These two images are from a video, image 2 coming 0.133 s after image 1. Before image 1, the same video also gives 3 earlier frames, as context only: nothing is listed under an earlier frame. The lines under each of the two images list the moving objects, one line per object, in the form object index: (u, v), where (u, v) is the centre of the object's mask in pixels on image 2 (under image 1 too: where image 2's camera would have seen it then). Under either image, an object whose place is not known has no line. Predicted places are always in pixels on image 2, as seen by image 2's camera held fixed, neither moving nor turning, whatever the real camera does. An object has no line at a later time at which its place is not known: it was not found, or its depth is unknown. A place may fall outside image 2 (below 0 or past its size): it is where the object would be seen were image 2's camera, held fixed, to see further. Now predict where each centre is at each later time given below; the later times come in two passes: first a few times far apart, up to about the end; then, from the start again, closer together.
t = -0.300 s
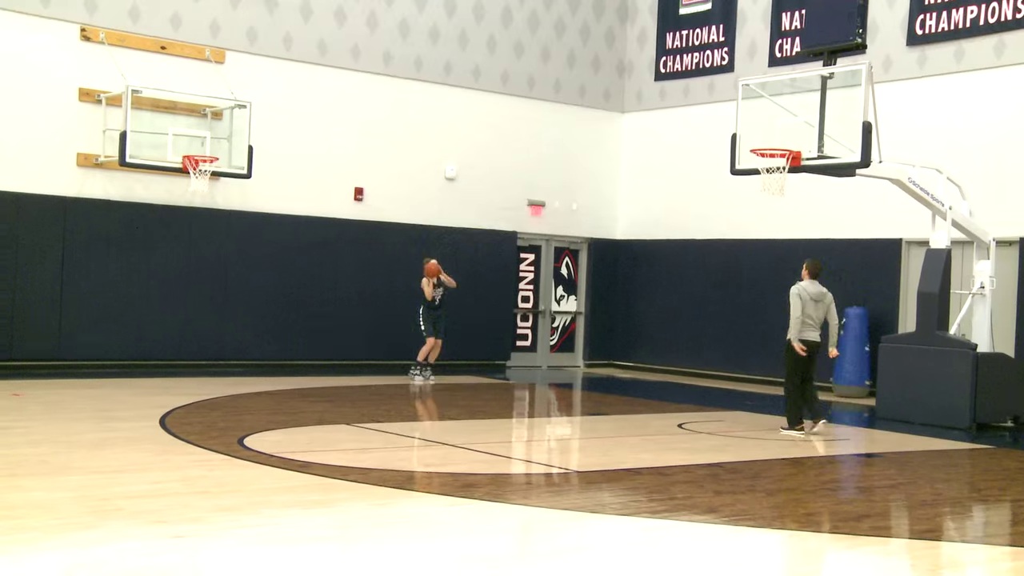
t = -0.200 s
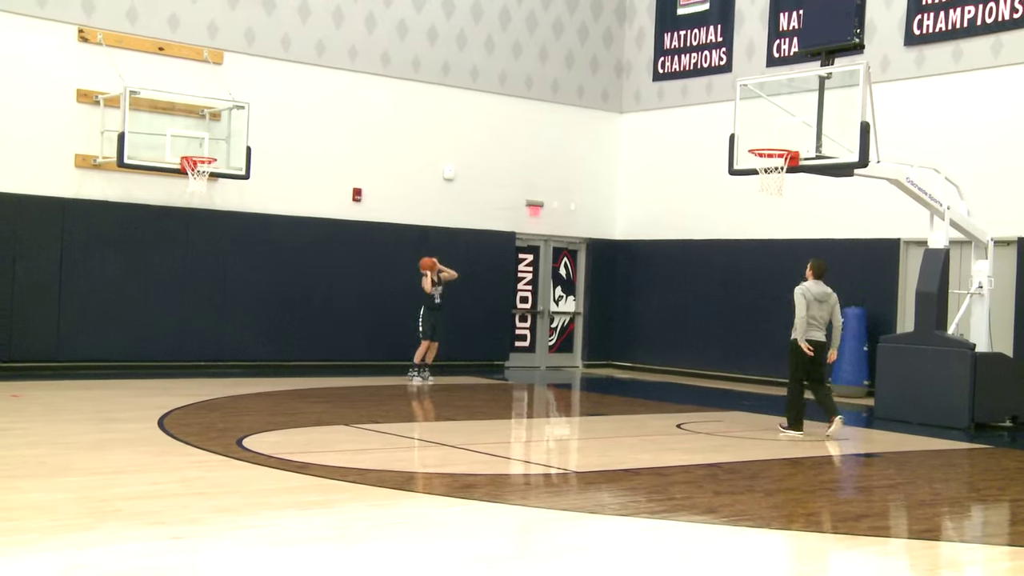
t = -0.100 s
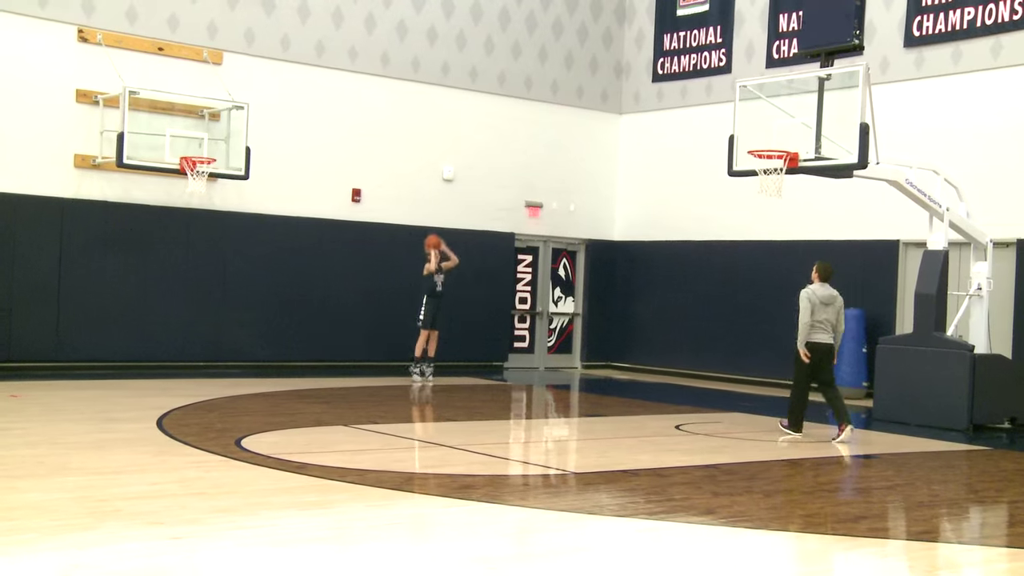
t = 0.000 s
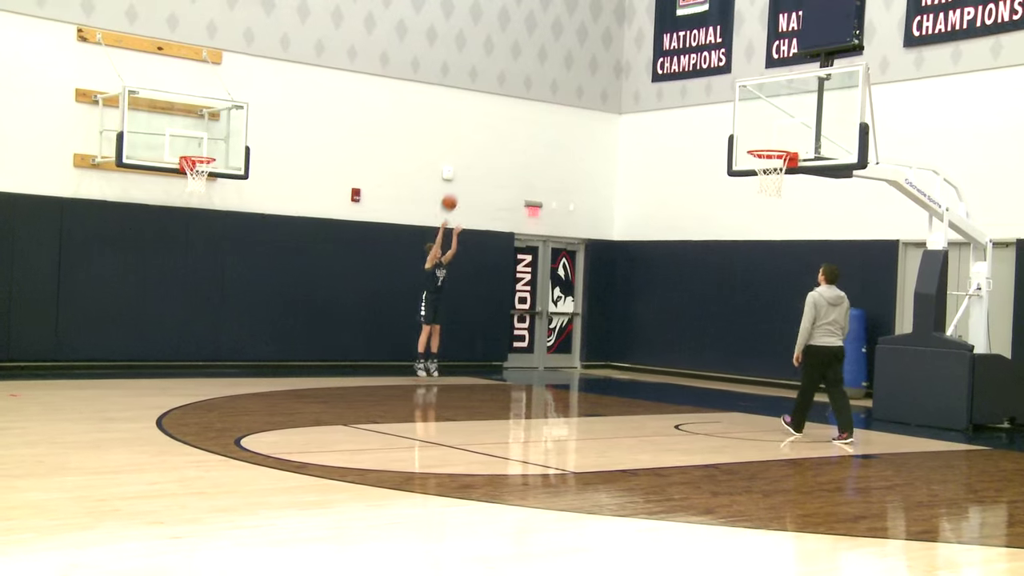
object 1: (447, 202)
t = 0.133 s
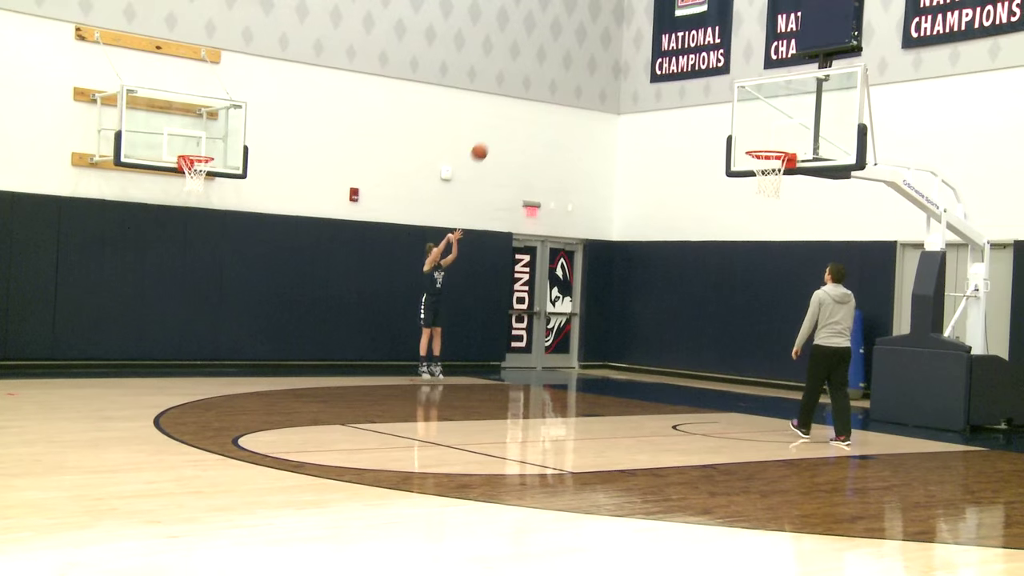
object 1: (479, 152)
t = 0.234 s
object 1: (504, 120)
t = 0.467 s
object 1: (563, 68)
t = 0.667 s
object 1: (617, 52)
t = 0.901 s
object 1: (685, 73)
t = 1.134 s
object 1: (759, 142)
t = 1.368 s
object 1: (791, 183)
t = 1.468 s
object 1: (798, 202)
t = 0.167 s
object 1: (487, 140)
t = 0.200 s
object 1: (495, 130)
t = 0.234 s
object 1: (504, 120)
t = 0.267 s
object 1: (512, 110)
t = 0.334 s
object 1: (529, 94)
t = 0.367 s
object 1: (537, 86)
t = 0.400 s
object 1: (546, 79)
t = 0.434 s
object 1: (554, 73)
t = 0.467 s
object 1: (563, 68)
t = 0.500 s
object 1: (572, 63)
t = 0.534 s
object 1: (581, 60)
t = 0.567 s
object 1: (590, 57)
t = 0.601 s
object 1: (599, 54)
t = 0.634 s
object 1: (608, 53)
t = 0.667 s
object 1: (617, 52)
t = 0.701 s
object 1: (626, 53)
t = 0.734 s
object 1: (636, 54)
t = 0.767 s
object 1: (646, 56)
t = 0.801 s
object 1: (655, 59)
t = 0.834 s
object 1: (664, 62)
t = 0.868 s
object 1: (675, 68)
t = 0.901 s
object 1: (685, 73)
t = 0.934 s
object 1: (695, 80)
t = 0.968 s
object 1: (705, 88)
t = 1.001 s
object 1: (716, 97)
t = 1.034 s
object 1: (727, 107)
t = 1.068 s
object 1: (737, 118)
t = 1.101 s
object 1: (748, 131)
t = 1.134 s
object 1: (759, 142)
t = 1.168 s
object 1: (770, 160)
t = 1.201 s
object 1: (778, 169)
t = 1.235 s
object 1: (782, 172)
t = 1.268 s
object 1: (784, 174)
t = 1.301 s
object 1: (787, 175)
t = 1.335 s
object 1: (789, 177)
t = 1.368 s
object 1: (791, 183)
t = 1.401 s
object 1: (794, 188)
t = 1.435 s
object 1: (796, 195)
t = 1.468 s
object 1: (798, 202)
